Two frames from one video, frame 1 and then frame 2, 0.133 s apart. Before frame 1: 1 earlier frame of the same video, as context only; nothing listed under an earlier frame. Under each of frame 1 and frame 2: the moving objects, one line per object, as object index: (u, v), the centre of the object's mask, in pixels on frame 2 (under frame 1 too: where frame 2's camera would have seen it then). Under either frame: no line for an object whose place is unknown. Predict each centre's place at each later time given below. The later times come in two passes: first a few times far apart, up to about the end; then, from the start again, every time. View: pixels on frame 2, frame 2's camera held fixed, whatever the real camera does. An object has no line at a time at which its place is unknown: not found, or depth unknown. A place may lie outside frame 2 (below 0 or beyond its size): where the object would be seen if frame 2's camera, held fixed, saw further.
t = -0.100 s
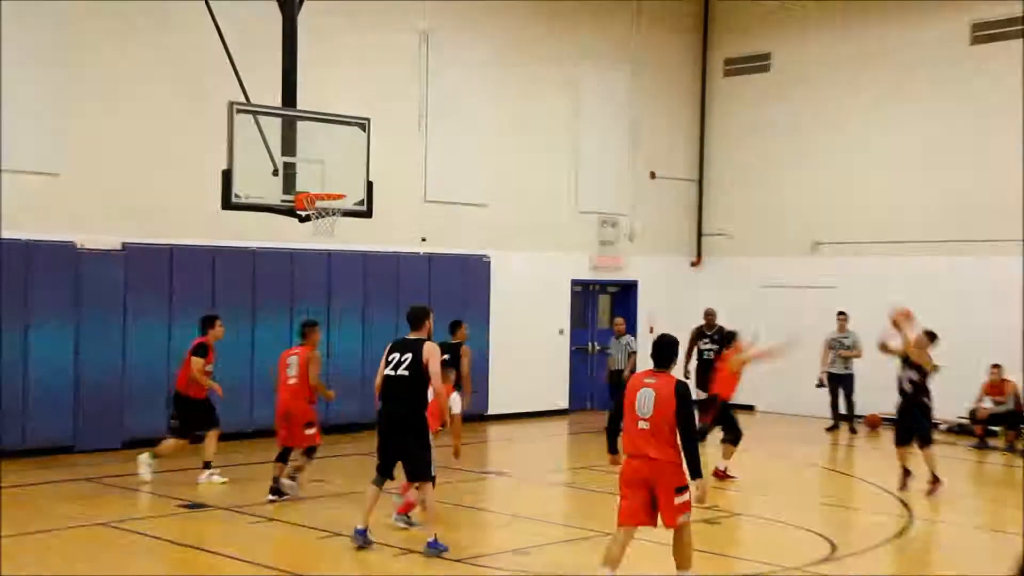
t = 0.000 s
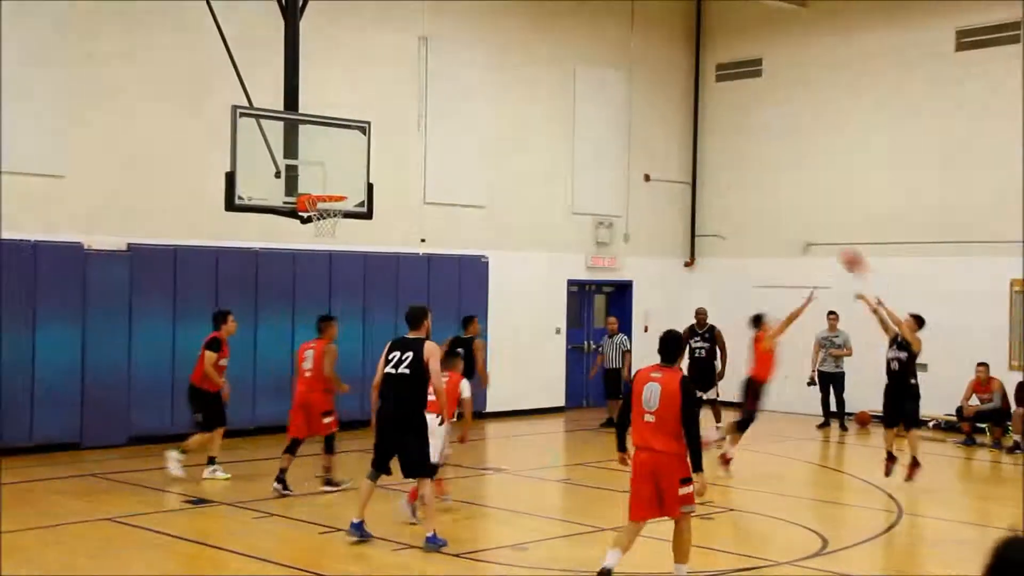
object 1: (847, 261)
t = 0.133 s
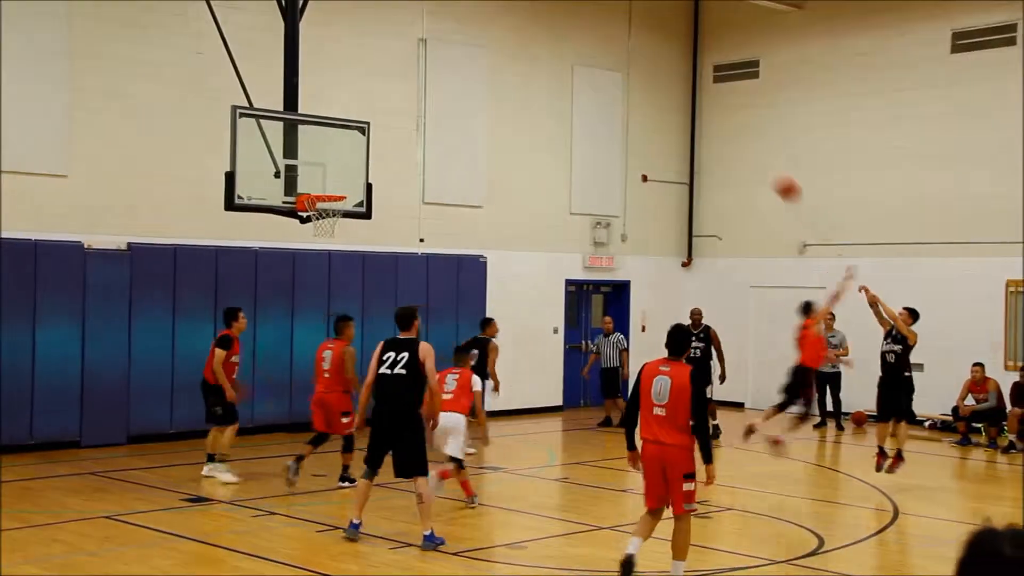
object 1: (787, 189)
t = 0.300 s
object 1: (712, 123)
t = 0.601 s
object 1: (578, 67)
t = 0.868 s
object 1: (461, 85)
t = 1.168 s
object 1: (333, 180)
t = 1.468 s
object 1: (267, 131)
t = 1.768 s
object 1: (195, 145)
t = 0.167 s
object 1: (772, 174)
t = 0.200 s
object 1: (757, 159)
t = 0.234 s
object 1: (742, 147)
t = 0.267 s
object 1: (727, 134)
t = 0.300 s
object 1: (712, 123)
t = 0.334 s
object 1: (698, 111)
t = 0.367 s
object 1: (681, 104)
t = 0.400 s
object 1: (667, 95)
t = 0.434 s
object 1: (652, 87)
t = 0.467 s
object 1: (637, 81)
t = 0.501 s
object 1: (623, 76)
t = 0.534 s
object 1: (608, 73)
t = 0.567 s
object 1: (593, 69)
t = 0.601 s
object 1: (578, 67)
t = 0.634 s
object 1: (563, 66)
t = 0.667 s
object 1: (549, 66)
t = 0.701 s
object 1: (534, 66)
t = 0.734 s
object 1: (519, 68)
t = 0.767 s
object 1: (506, 71)
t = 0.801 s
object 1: (490, 75)
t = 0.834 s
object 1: (476, 79)
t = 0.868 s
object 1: (461, 85)
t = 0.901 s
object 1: (447, 92)
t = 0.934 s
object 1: (432, 100)
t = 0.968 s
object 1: (418, 109)
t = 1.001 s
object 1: (404, 118)
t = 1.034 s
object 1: (391, 128)
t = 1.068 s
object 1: (376, 140)
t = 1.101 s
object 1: (361, 153)
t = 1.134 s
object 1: (347, 166)
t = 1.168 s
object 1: (333, 180)
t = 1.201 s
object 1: (322, 185)
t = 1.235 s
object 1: (316, 177)
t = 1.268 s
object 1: (309, 167)
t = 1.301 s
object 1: (302, 158)
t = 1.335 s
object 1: (295, 151)
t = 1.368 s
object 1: (289, 145)
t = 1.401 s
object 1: (283, 139)
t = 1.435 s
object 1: (274, 134)
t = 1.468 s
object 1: (267, 131)
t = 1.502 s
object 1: (259, 128)
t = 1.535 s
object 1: (251, 126)
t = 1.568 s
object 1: (243, 126)
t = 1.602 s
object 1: (236, 126)
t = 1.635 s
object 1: (228, 127)
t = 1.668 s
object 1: (219, 130)
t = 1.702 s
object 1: (212, 134)
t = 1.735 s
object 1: (204, 139)
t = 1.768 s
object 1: (195, 145)
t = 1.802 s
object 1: (186, 153)
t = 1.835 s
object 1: (177, 162)
